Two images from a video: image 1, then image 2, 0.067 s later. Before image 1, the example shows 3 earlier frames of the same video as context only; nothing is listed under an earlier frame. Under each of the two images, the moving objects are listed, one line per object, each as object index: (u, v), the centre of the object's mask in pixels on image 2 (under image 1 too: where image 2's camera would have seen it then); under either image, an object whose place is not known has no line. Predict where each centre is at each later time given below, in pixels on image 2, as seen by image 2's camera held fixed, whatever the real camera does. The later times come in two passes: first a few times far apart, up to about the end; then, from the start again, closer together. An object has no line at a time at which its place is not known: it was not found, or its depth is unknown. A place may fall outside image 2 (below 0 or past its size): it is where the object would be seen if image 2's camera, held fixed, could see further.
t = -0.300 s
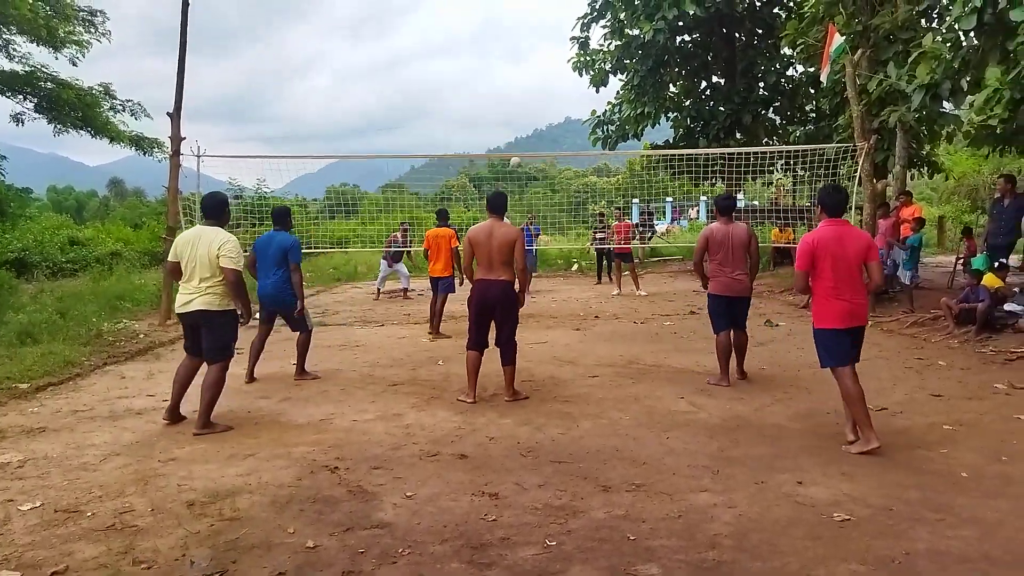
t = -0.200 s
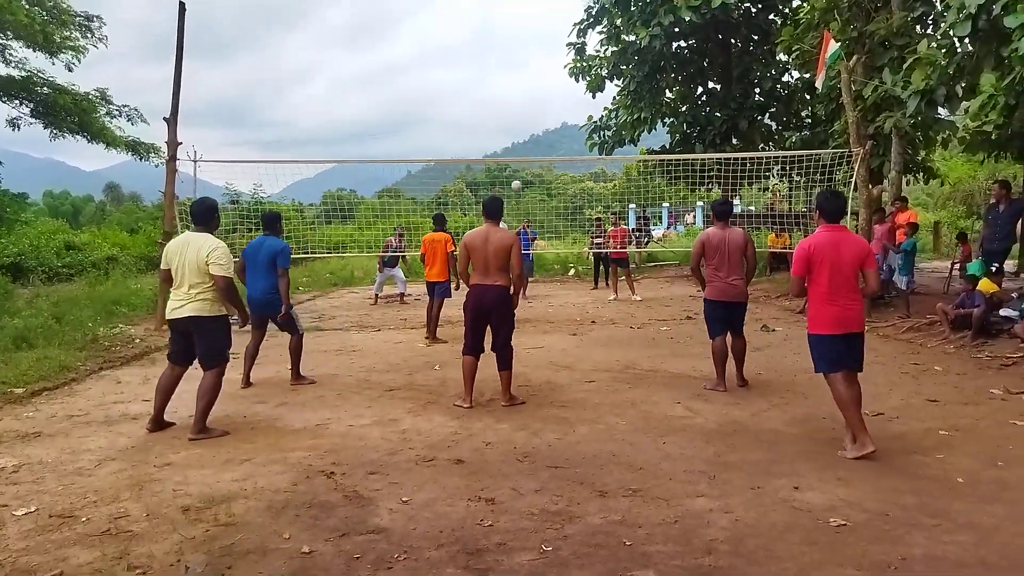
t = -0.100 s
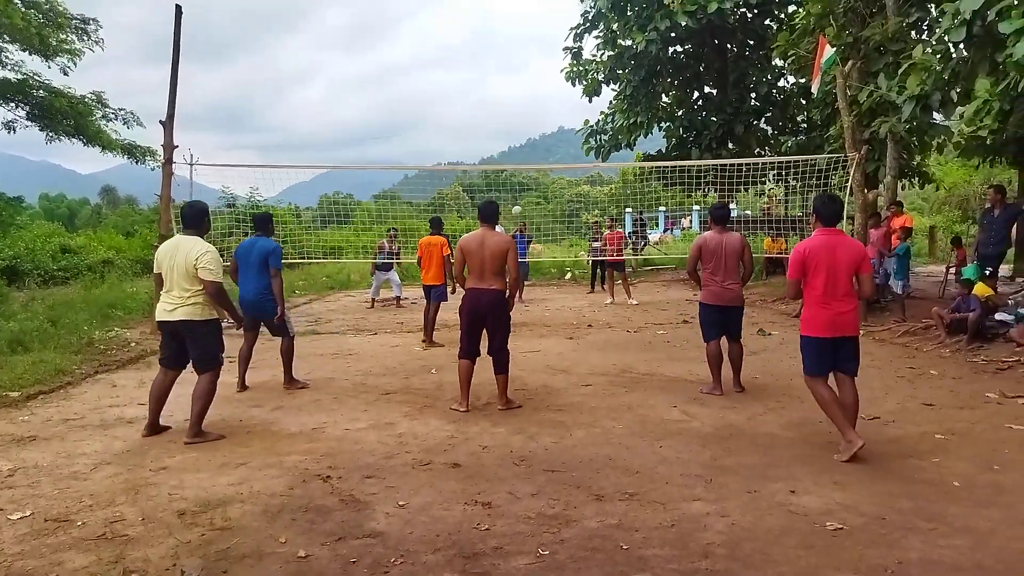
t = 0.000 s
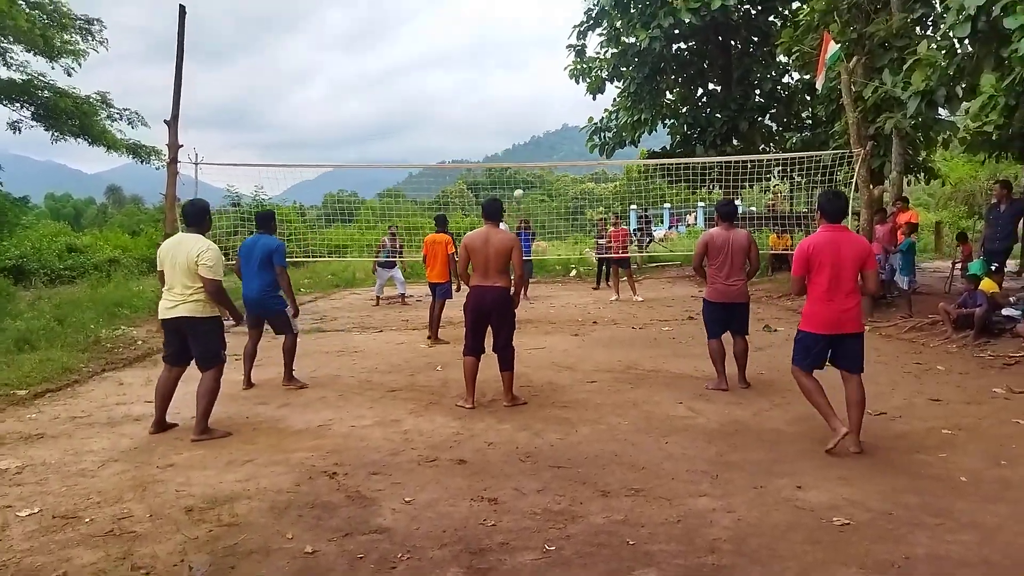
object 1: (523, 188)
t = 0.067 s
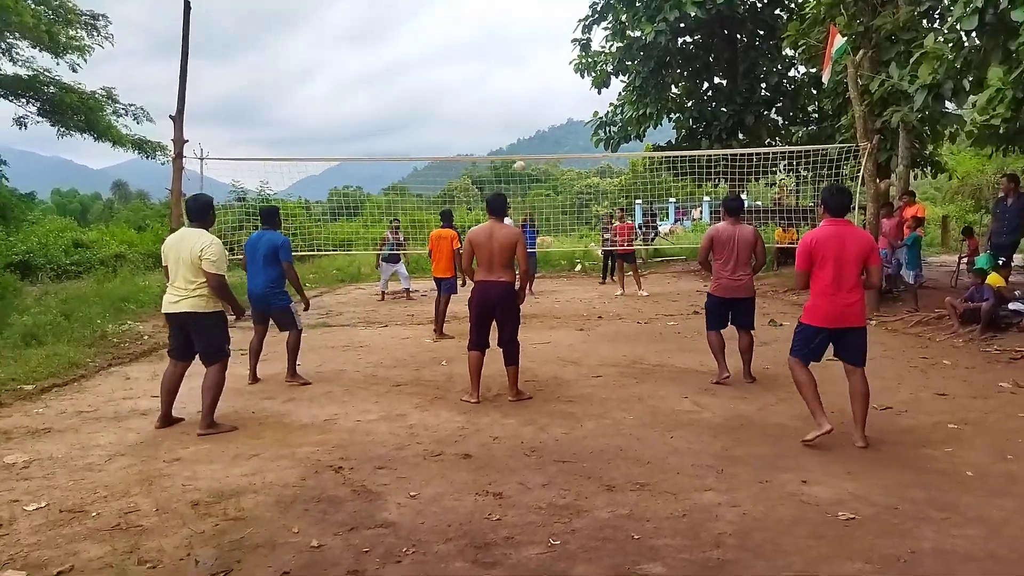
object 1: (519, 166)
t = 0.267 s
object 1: (506, 103)
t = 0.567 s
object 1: (480, 30)
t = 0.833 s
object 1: (444, 12)
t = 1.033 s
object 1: (410, 33)
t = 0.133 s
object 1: (515, 146)
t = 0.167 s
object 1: (514, 135)
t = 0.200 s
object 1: (511, 124)
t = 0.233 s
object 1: (509, 114)
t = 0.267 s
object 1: (506, 103)
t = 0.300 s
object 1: (504, 94)
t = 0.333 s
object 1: (501, 85)
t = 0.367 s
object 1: (498, 76)
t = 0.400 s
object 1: (495, 67)
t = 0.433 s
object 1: (492, 59)
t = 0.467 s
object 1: (489, 51)
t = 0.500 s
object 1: (486, 43)
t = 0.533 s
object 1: (483, 36)
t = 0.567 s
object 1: (480, 30)
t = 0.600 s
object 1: (476, 25)
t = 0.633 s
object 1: (472, 20)
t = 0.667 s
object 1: (467, 16)
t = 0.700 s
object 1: (463, 12)
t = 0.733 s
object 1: (459, 10)
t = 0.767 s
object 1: (454, 10)
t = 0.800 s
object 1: (449, 10)
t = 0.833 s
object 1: (444, 12)
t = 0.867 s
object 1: (438, 15)
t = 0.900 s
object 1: (433, 18)
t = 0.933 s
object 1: (428, 20)
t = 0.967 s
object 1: (423, 23)
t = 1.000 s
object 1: (417, 26)
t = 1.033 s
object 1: (410, 33)
